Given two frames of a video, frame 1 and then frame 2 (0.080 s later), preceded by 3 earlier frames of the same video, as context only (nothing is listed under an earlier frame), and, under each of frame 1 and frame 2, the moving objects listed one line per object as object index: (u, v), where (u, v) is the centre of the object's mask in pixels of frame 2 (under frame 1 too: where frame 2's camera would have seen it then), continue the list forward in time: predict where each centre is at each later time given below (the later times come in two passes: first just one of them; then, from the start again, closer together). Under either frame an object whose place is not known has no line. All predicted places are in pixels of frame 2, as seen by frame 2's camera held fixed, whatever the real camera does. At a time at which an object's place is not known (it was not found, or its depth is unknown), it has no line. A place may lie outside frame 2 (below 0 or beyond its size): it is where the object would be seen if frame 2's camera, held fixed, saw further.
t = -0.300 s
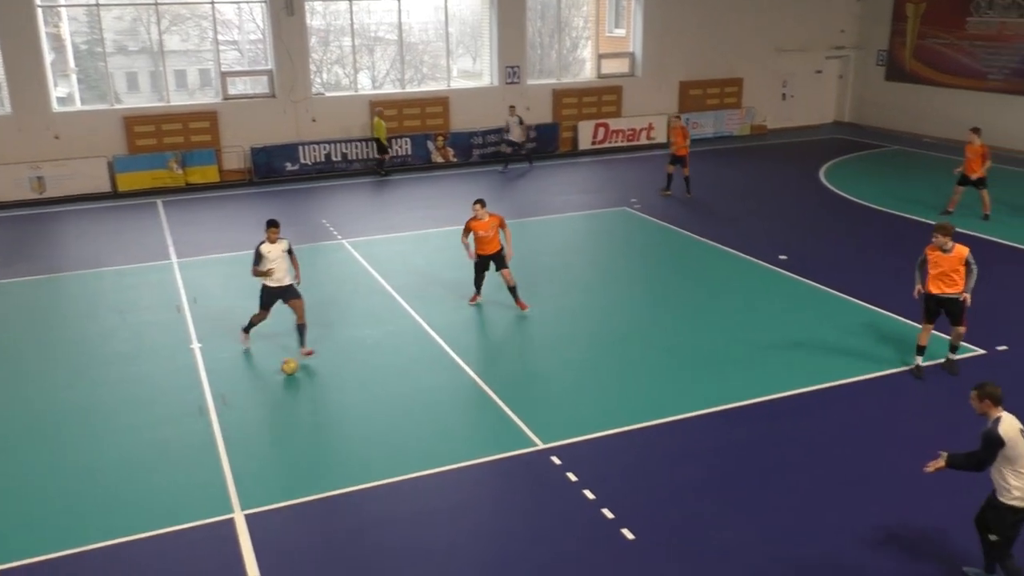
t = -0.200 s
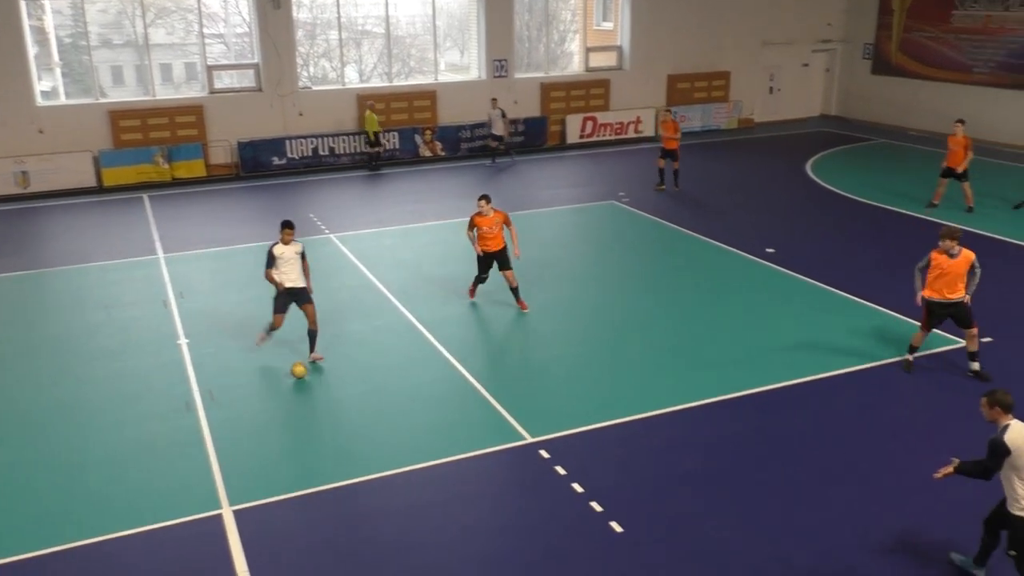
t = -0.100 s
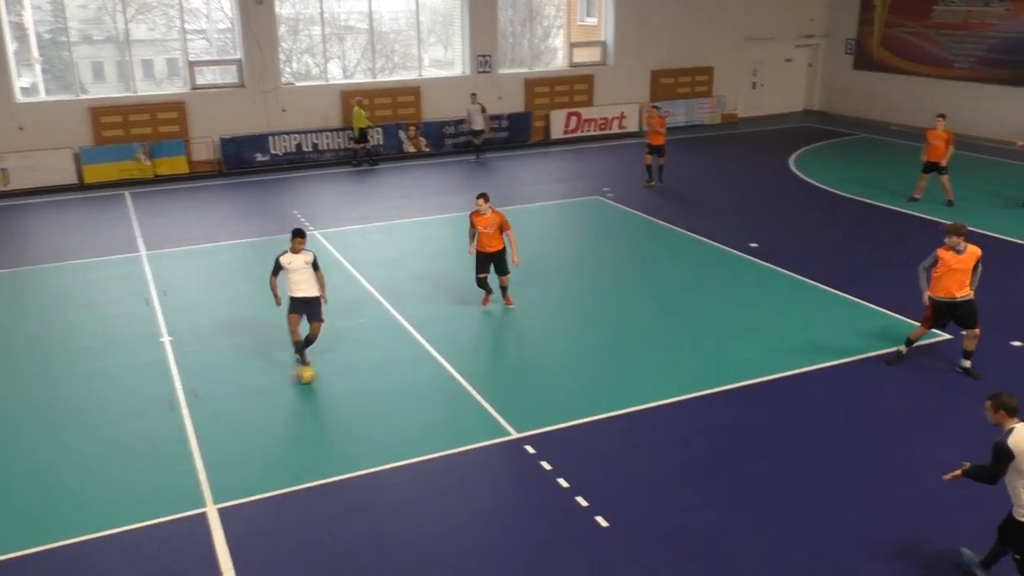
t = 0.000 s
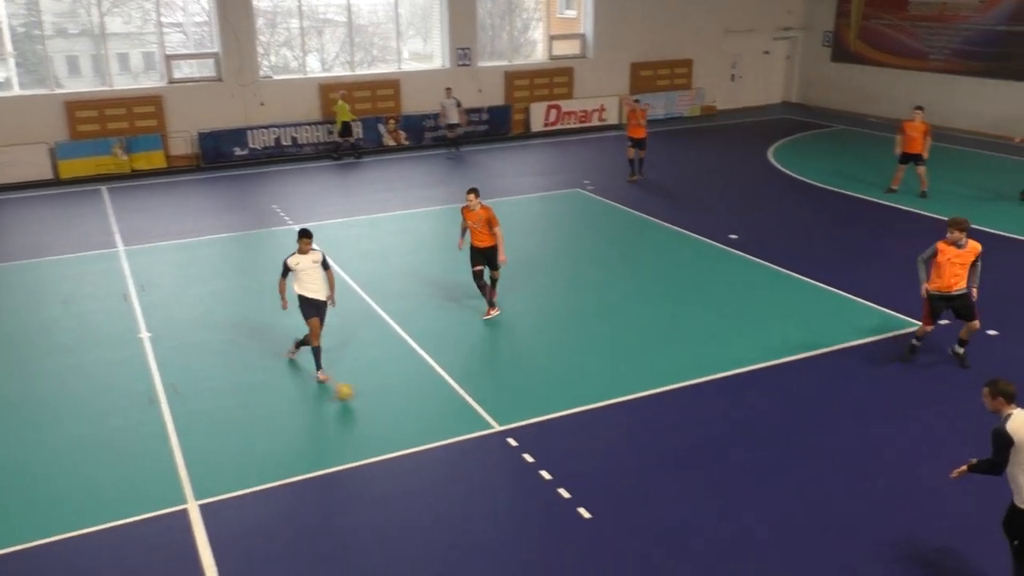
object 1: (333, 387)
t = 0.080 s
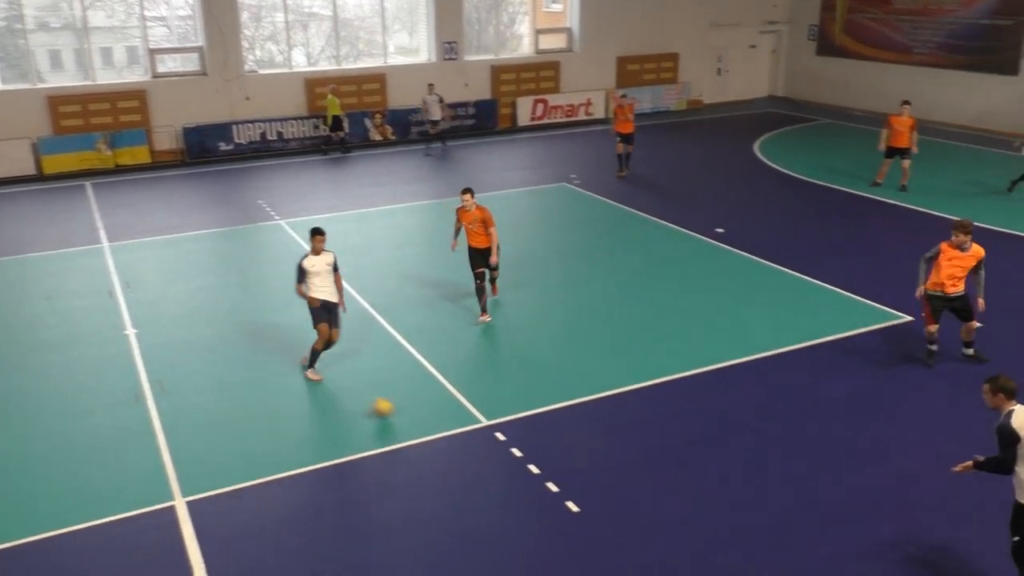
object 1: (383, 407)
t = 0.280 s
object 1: (513, 455)
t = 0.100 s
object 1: (395, 413)
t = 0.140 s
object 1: (420, 421)
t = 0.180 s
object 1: (448, 434)
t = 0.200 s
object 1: (461, 438)
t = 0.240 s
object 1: (486, 445)
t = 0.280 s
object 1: (513, 455)
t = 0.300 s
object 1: (524, 462)
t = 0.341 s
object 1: (552, 473)
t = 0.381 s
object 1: (580, 484)
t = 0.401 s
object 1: (592, 489)
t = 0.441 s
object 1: (617, 500)
